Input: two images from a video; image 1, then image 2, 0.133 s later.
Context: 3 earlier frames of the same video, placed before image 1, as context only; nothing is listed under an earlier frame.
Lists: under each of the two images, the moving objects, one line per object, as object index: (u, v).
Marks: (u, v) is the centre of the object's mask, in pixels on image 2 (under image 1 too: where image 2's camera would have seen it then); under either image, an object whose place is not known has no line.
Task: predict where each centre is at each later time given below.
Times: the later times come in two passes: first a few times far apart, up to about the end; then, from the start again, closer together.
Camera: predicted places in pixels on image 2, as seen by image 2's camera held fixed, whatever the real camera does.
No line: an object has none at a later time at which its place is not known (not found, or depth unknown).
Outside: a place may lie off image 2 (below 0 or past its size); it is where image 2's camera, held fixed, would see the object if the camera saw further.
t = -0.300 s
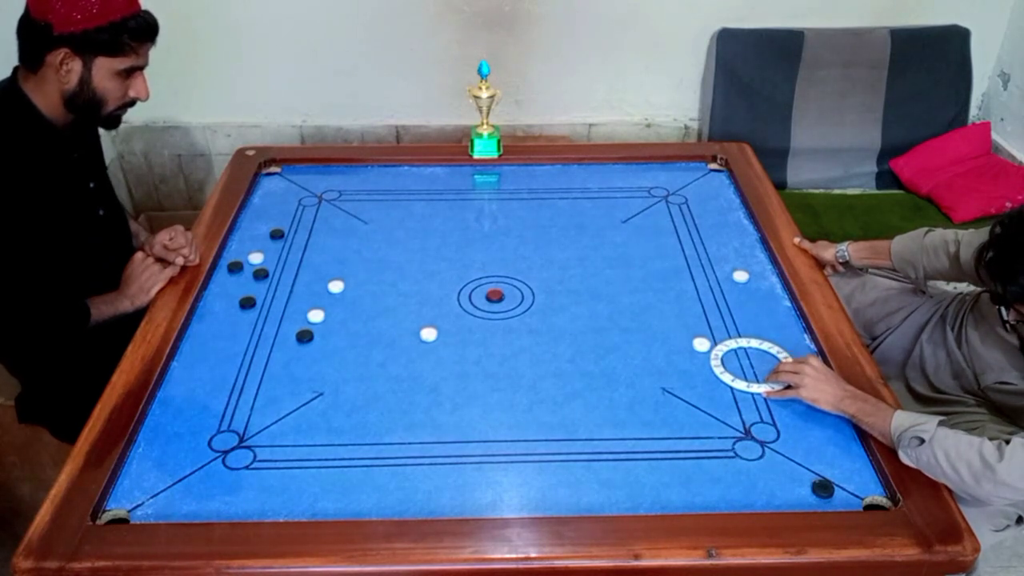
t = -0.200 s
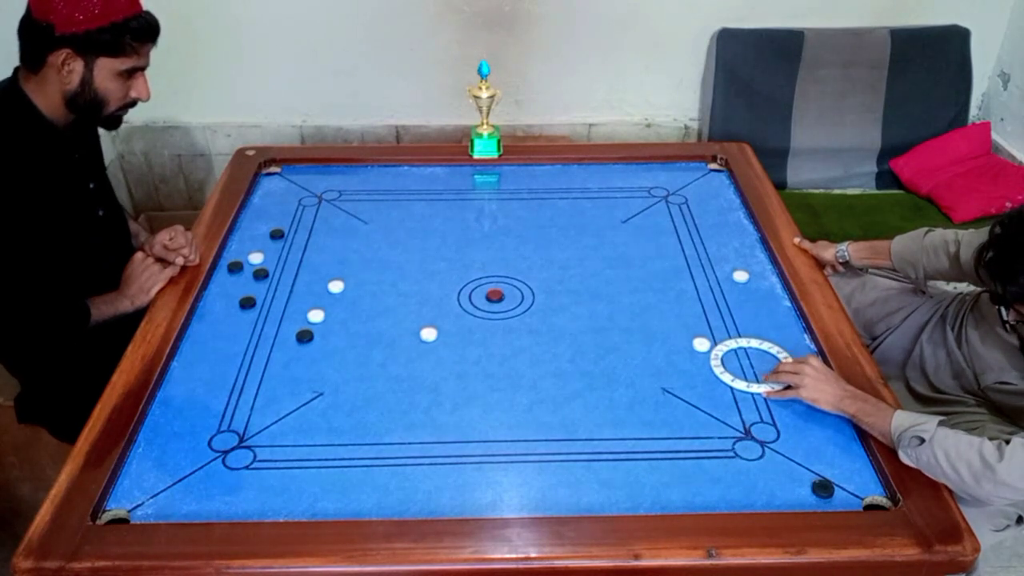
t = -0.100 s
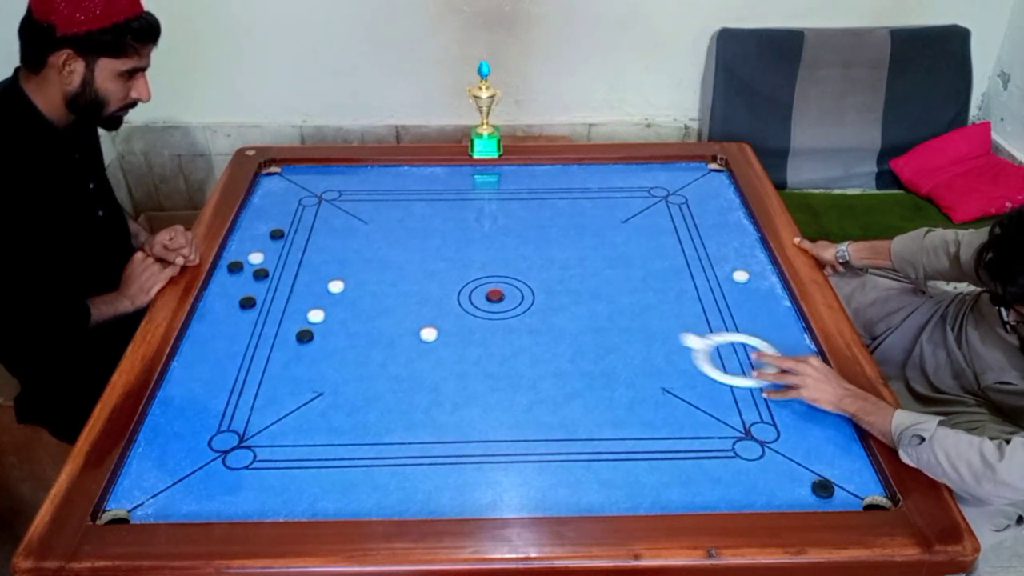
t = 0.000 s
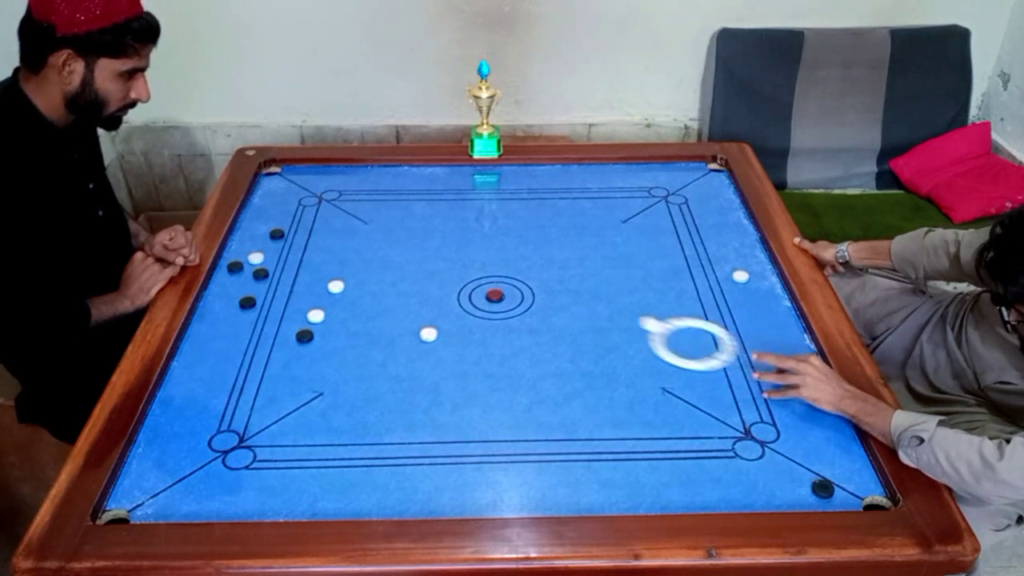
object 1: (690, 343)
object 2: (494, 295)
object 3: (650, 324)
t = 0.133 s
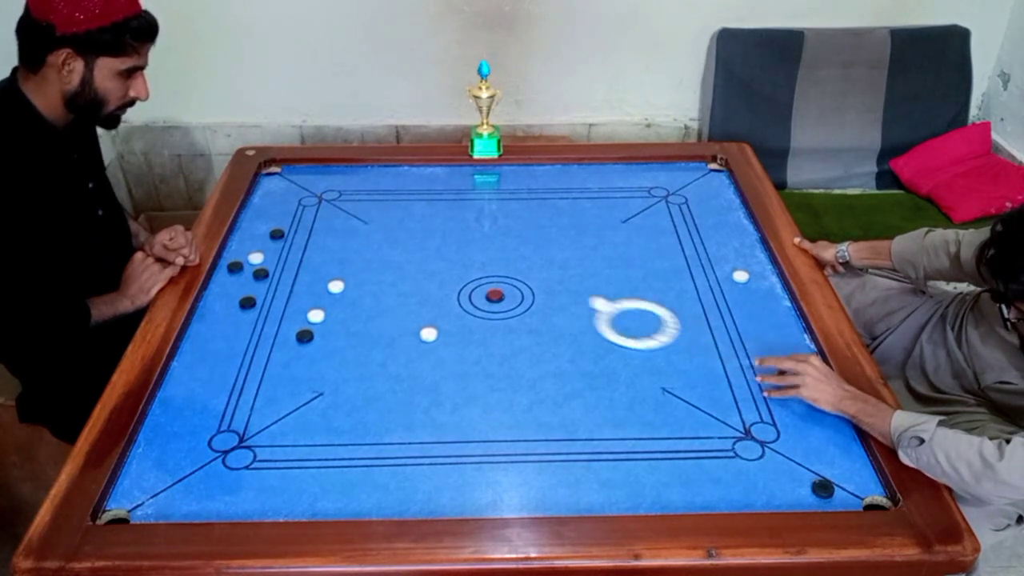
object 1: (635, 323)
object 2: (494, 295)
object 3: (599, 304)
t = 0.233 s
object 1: (598, 310)
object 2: (494, 295)
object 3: (563, 289)
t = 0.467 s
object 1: (518, 281)
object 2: (476, 295)
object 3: (491, 259)
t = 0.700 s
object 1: (456, 255)
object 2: (413, 301)
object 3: (430, 234)
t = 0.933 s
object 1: (408, 235)
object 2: (361, 306)
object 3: (383, 215)
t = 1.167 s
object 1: (359, 214)
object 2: (318, 303)
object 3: (335, 196)
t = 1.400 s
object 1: (315, 197)
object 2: (296, 293)
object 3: (293, 180)
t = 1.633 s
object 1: (291, 183)
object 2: (278, 285)
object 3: (267, 171)
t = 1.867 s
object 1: (322, 180)
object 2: (268, 280)
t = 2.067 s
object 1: (341, 184)
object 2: (269, 280)
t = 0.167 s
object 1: (621, 318)
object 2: (494, 294)
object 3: (586, 298)
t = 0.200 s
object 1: (611, 315)
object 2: (494, 294)
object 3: (575, 294)
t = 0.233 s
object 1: (598, 310)
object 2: (494, 295)
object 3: (563, 289)
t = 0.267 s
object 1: (585, 306)
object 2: (494, 295)
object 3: (552, 284)
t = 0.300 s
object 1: (573, 301)
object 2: (494, 295)
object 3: (541, 280)
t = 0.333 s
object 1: (561, 297)
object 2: (494, 295)
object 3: (531, 275)
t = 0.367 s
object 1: (549, 293)
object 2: (494, 295)
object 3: (521, 271)
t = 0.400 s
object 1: (538, 289)
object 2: (493, 295)
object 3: (511, 267)
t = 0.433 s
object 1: (528, 285)
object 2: (486, 295)
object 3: (501, 263)
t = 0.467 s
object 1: (518, 281)
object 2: (476, 295)
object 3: (491, 259)
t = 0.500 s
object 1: (509, 277)
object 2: (466, 297)
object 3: (482, 255)
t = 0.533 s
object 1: (500, 273)
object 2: (458, 298)
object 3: (473, 251)
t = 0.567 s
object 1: (490, 269)
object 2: (448, 298)
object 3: (463, 247)
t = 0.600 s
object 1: (481, 265)
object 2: (439, 299)
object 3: (455, 244)
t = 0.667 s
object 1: (464, 258)
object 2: (422, 301)
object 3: (438, 237)
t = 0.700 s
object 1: (456, 255)
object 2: (413, 301)
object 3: (430, 234)
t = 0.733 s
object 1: (447, 251)
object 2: (404, 302)
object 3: (421, 230)
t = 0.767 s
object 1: (439, 248)
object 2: (395, 302)
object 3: (414, 227)
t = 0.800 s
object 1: (431, 245)
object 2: (386, 303)
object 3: (406, 224)
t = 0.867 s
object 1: (415, 238)
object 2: (369, 305)
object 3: (391, 218)
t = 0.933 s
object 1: (408, 235)
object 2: (361, 306)
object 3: (383, 215)
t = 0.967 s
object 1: (401, 232)
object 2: (353, 306)
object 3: (376, 212)
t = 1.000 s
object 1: (393, 229)
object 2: (344, 307)
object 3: (369, 209)
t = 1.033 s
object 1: (386, 226)
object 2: (336, 307)
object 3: (362, 206)
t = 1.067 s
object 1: (379, 223)
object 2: (329, 307)
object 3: (355, 204)
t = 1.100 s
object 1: (372, 220)
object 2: (325, 306)
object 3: (348, 201)
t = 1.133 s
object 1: (365, 217)
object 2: (321, 305)
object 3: (342, 198)
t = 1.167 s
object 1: (359, 214)
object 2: (318, 303)
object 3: (335, 196)
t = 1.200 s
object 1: (352, 212)
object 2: (315, 302)
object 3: (329, 193)
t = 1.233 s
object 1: (346, 209)
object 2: (311, 300)
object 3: (323, 191)
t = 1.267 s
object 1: (339, 207)
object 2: (308, 299)
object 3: (317, 189)
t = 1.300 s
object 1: (333, 204)
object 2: (305, 297)
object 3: (311, 187)
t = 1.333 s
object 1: (327, 202)
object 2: (302, 296)
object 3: (305, 184)
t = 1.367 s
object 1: (321, 199)
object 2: (299, 295)
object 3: (299, 182)
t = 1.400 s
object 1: (315, 197)
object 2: (296, 293)
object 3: (293, 180)
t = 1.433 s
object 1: (310, 194)
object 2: (293, 292)
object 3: (288, 178)
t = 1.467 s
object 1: (305, 192)
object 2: (291, 291)
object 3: (283, 176)
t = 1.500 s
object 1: (299, 190)
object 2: (288, 290)
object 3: (277, 174)
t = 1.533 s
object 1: (293, 187)
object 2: (285, 289)
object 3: (272, 172)
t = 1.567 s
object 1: (288, 185)
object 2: (283, 288)
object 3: (268, 171)
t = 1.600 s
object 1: (286, 184)
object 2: (281, 286)
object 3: (266, 170)
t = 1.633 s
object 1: (291, 183)
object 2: (278, 285)
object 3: (267, 171)
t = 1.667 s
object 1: (296, 182)
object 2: (277, 284)
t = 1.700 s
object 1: (301, 181)
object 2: (274, 283)
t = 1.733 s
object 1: (306, 180)
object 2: (272, 282)
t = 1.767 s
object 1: (311, 179)
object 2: (271, 281)
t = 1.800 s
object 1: (315, 179)
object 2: (269, 281)
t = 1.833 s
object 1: (319, 180)
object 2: (268, 280)
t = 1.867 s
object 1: (322, 180)
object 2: (268, 280)
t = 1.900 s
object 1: (325, 181)
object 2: (268, 280)
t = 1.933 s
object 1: (329, 182)
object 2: (268, 280)
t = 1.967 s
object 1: (332, 182)
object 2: (268, 280)
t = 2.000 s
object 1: (335, 183)
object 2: (269, 280)
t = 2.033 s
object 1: (338, 183)
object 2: (269, 280)
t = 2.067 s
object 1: (341, 184)
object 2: (269, 280)
